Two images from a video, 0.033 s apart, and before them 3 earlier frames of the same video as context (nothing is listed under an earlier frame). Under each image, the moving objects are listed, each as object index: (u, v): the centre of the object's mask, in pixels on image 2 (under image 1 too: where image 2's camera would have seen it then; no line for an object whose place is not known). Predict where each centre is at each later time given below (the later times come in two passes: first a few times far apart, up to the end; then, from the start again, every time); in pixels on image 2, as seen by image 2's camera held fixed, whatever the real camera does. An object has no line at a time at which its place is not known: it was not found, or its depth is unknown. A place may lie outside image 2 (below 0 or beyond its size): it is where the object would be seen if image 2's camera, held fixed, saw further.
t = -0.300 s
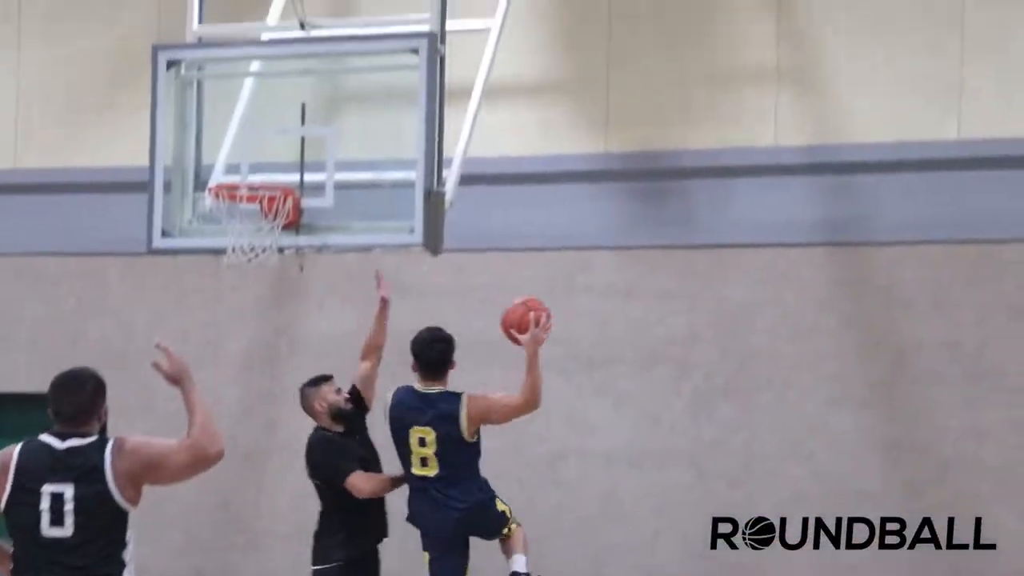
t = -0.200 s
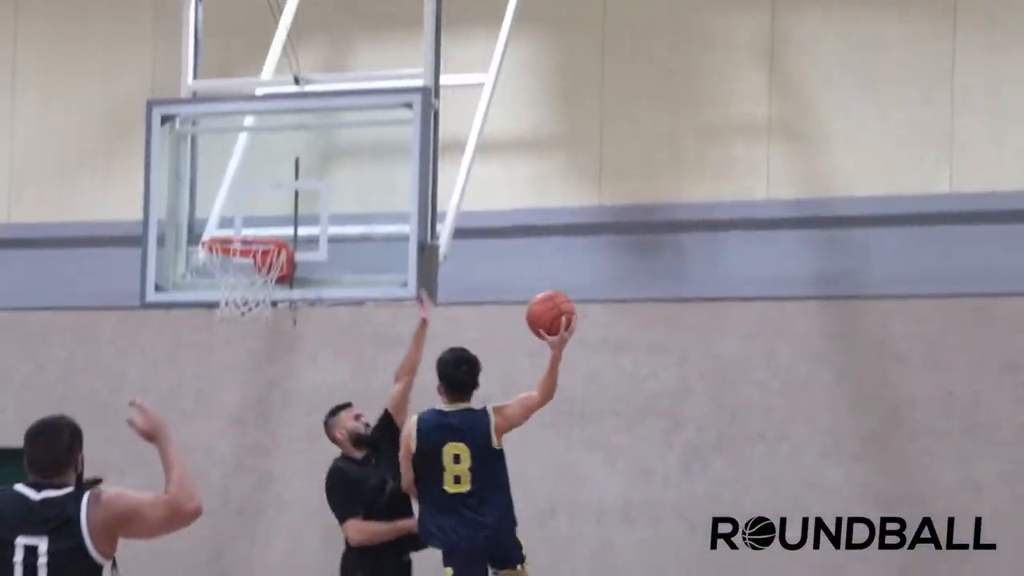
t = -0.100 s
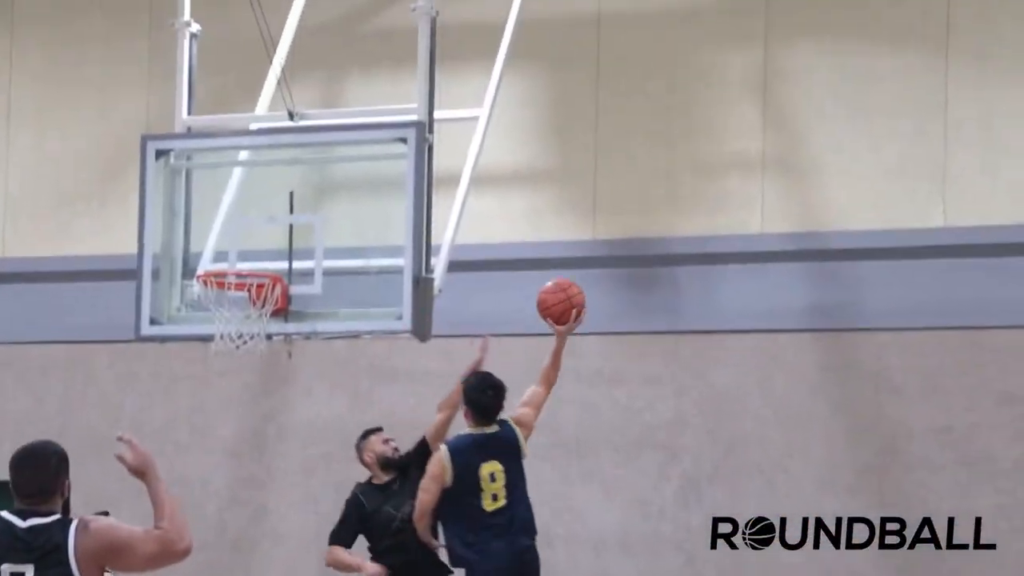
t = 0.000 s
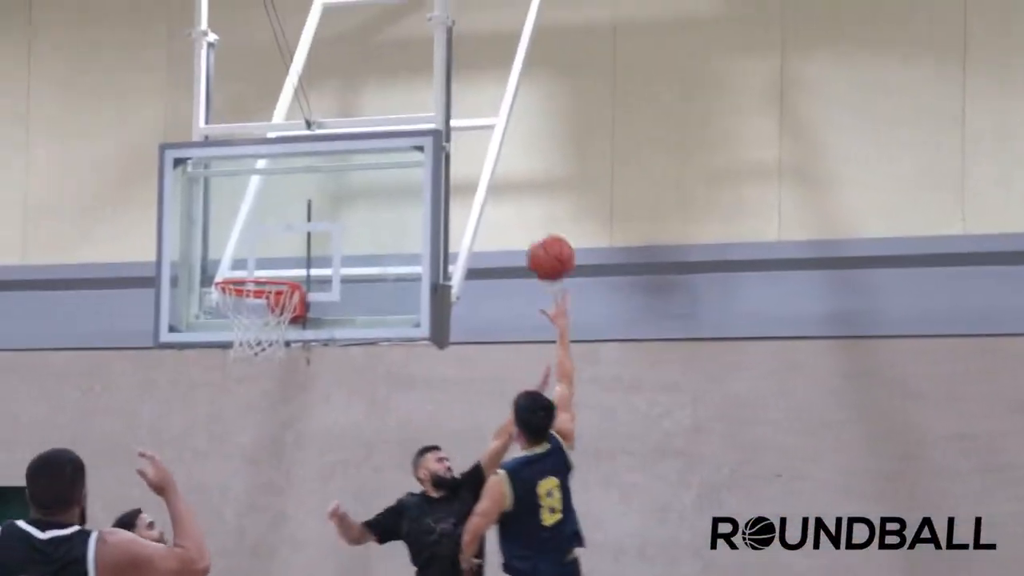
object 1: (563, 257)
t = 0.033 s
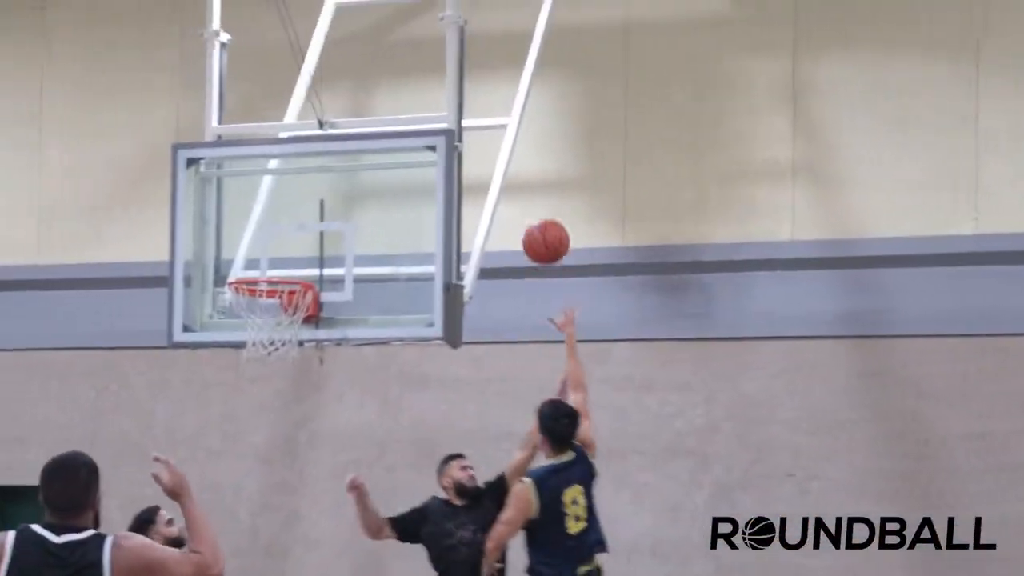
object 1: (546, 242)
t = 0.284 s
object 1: (425, 196)
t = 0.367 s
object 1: (389, 205)
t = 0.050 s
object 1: (538, 234)
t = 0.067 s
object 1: (529, 228)
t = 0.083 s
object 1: (520, 222)
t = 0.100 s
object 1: (512, 218)
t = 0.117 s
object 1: (504, 213)
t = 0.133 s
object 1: (496, 209)
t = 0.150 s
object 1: (488, 205)
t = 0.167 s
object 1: (480, 203)
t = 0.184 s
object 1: (472, 200)
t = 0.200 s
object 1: (464, 198)
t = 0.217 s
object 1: (456, 196)
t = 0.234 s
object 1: (448, 196)
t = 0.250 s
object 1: (440, 195)
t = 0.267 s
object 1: (433, 196)
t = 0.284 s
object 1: (425, 196)
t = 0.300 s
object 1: (418, 197)
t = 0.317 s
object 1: (411, 198)
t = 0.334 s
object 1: (404, 200)
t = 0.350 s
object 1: (397, 203)
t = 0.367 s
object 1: (389, 205)
